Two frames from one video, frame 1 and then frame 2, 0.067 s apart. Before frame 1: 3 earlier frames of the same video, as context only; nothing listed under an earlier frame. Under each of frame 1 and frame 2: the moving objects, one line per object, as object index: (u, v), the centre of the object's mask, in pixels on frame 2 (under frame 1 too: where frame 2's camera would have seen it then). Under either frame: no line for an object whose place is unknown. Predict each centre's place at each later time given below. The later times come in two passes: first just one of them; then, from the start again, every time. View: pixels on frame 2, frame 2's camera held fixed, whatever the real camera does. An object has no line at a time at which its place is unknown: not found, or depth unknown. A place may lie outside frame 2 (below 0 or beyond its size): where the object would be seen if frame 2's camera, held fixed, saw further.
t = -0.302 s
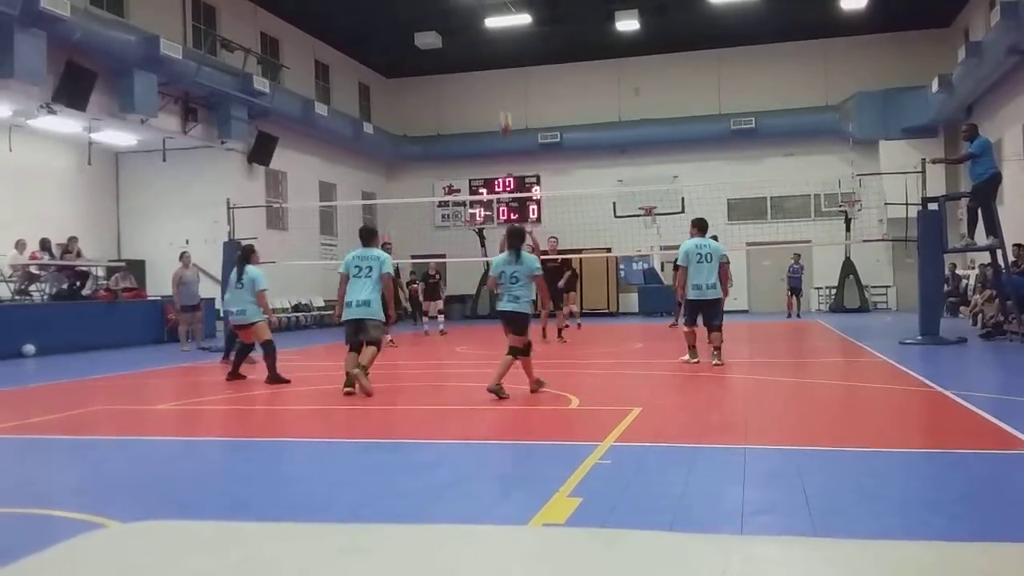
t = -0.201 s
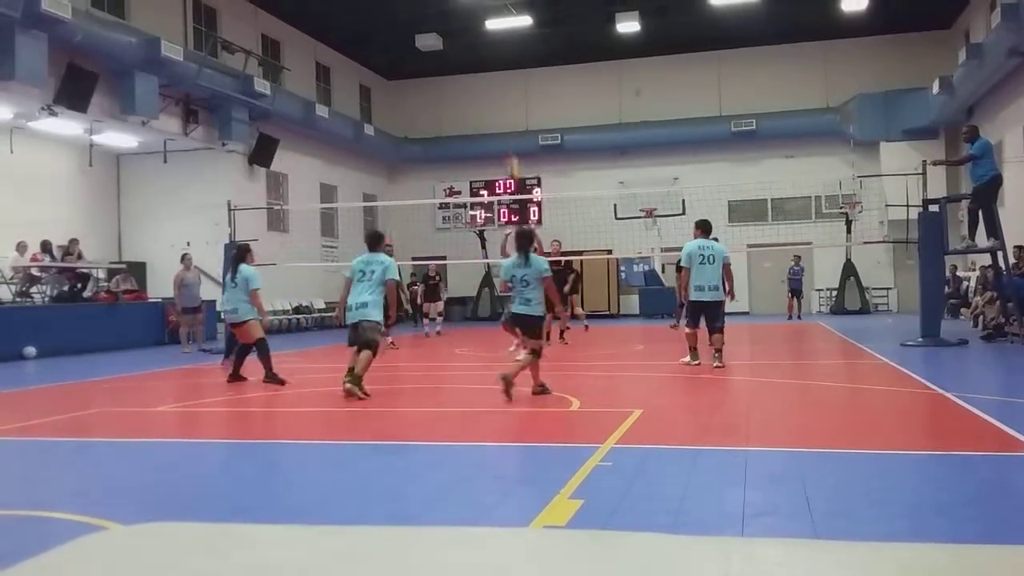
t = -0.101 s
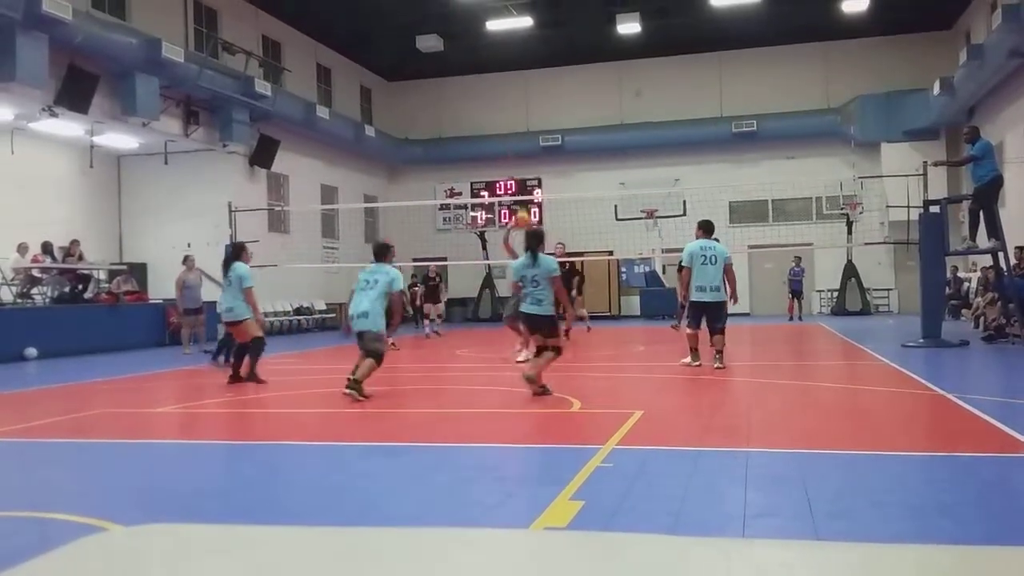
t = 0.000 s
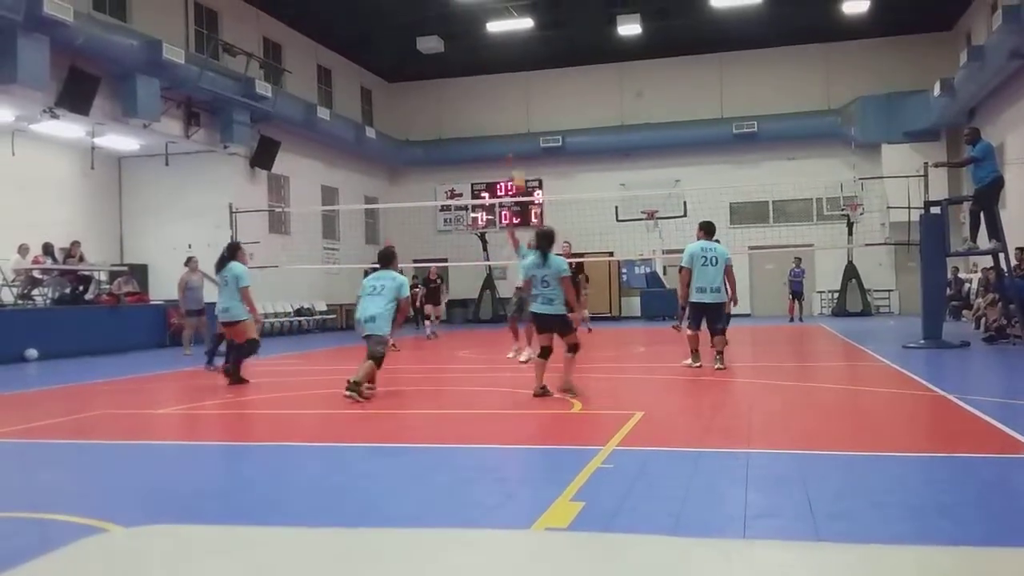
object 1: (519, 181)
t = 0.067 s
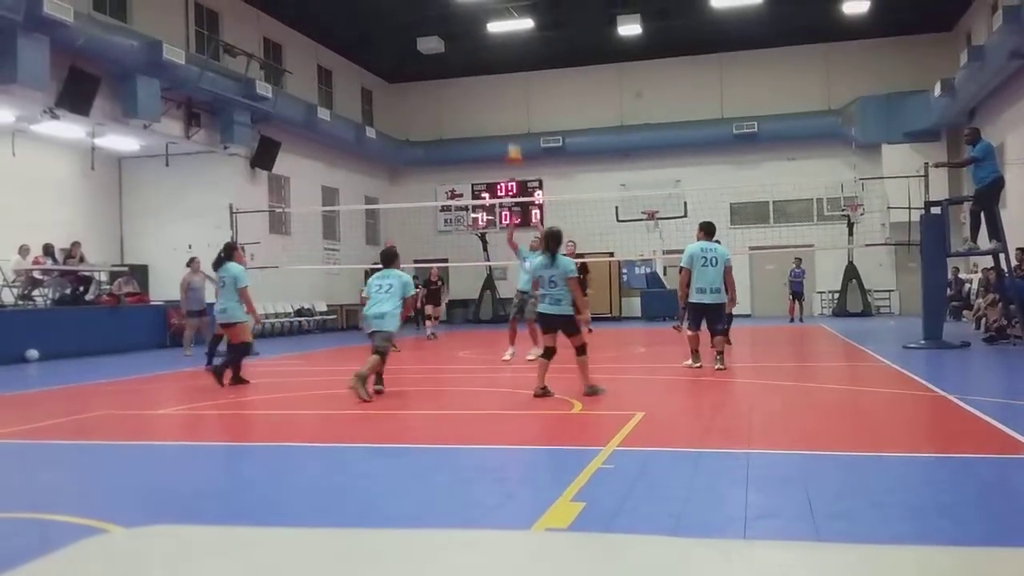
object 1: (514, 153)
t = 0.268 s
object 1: (500, 88)
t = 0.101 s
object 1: (512, 142)
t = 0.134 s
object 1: (506, 127)
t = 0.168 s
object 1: (506, 118)
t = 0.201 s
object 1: (504, 107)
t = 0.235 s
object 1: (502, 97)
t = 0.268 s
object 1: (500, 88)
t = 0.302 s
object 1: (497, 79)
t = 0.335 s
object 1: (494, 73)
